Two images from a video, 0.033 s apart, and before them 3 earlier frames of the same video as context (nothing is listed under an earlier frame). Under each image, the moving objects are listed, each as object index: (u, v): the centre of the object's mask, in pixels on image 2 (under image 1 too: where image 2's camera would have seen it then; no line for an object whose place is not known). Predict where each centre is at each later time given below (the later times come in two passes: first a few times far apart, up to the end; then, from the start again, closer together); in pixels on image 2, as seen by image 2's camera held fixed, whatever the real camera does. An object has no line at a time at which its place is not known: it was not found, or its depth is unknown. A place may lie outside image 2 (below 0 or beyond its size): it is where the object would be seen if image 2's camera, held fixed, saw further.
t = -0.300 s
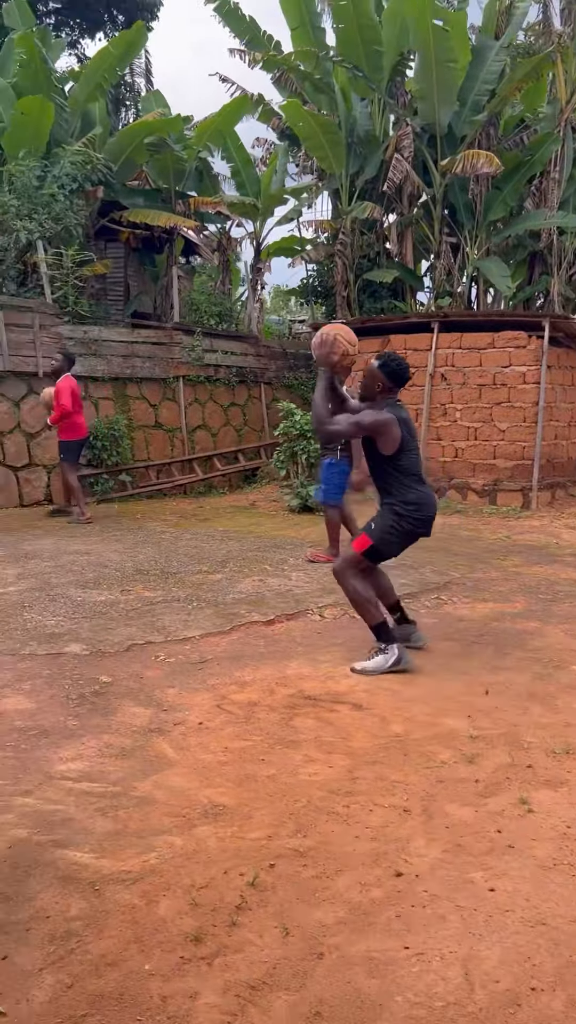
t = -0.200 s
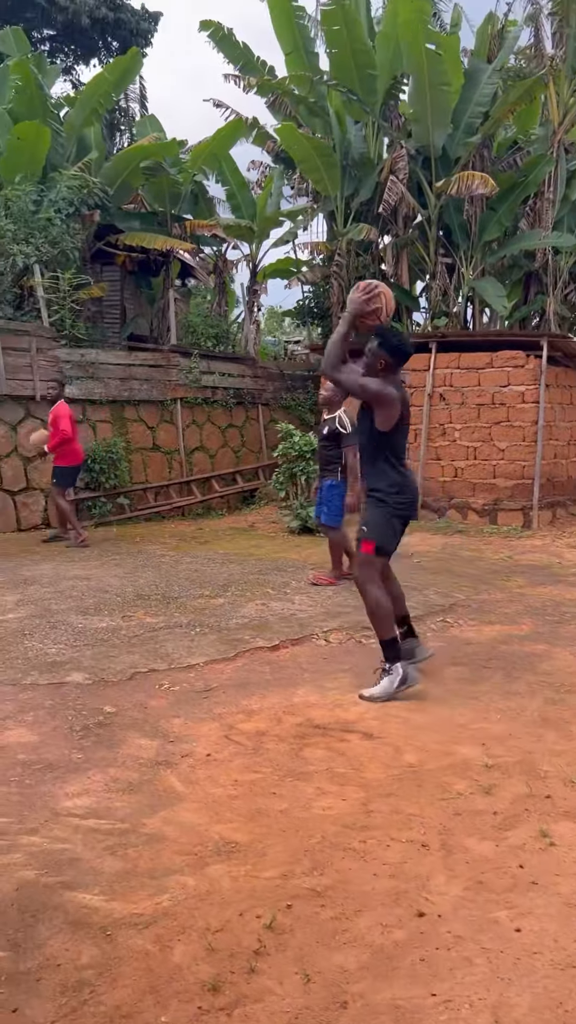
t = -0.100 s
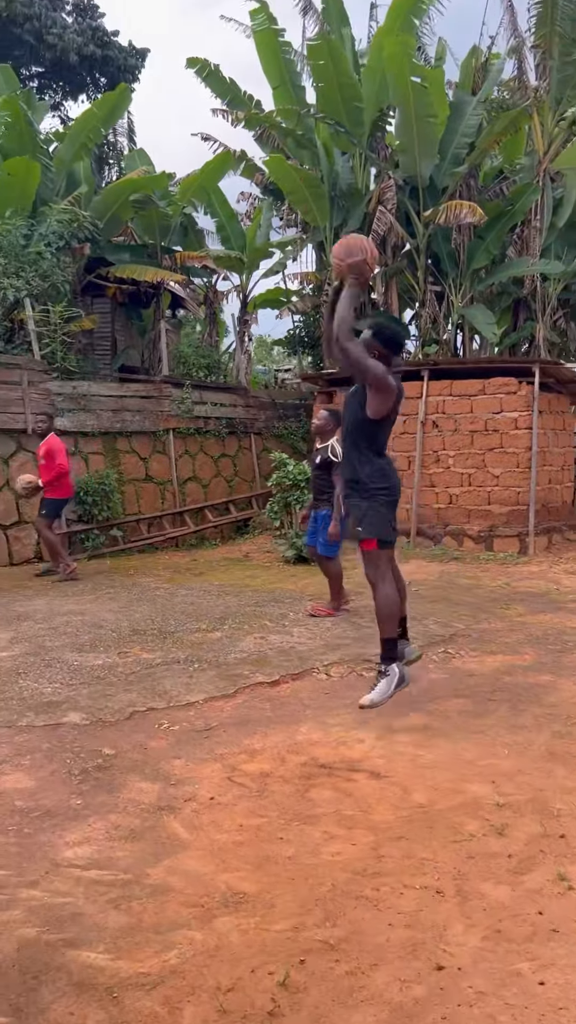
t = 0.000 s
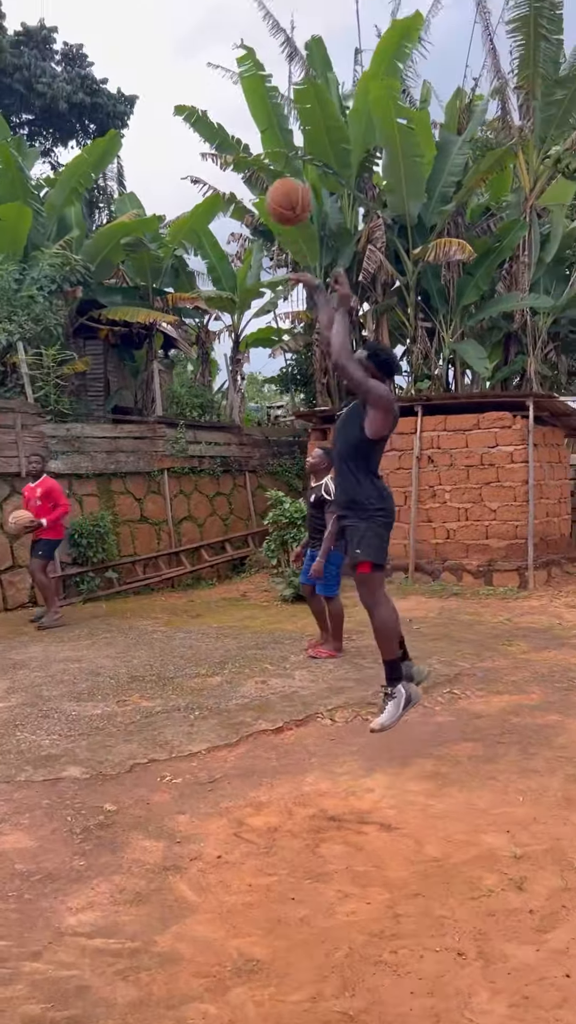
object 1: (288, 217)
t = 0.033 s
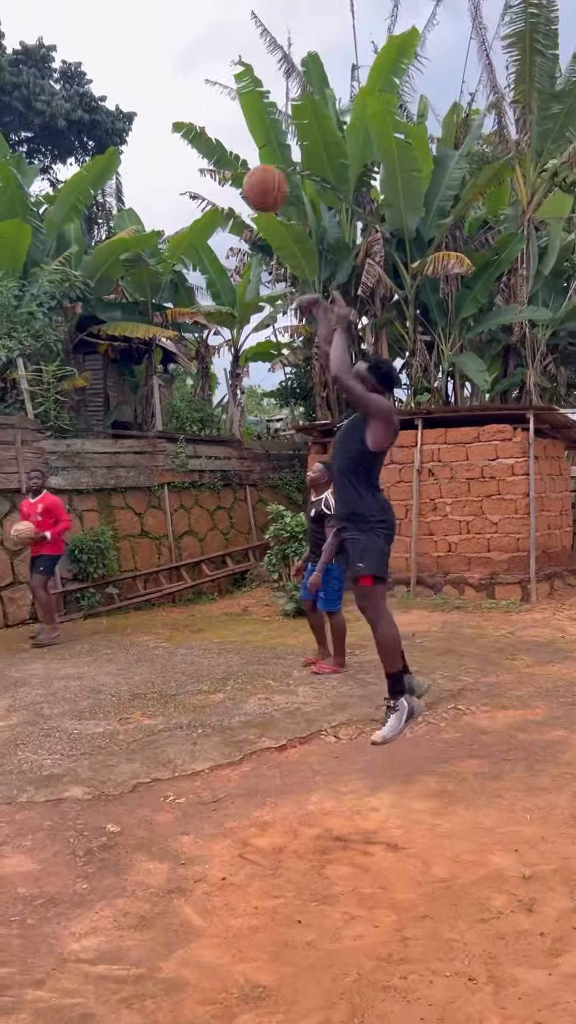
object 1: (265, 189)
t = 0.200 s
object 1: (164, 91)
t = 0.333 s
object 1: (98, 57)
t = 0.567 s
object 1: (3, 68)
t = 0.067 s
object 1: (242, 163)
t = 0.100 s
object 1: (223, 141)
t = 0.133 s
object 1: (202, 122)
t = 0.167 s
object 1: (183, 105)
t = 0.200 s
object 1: (164, 91)
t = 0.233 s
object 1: (146, 79)
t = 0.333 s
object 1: (98, 57)
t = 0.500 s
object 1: (29, 58)
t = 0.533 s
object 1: (16, 64)
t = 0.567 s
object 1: (3, 68)
